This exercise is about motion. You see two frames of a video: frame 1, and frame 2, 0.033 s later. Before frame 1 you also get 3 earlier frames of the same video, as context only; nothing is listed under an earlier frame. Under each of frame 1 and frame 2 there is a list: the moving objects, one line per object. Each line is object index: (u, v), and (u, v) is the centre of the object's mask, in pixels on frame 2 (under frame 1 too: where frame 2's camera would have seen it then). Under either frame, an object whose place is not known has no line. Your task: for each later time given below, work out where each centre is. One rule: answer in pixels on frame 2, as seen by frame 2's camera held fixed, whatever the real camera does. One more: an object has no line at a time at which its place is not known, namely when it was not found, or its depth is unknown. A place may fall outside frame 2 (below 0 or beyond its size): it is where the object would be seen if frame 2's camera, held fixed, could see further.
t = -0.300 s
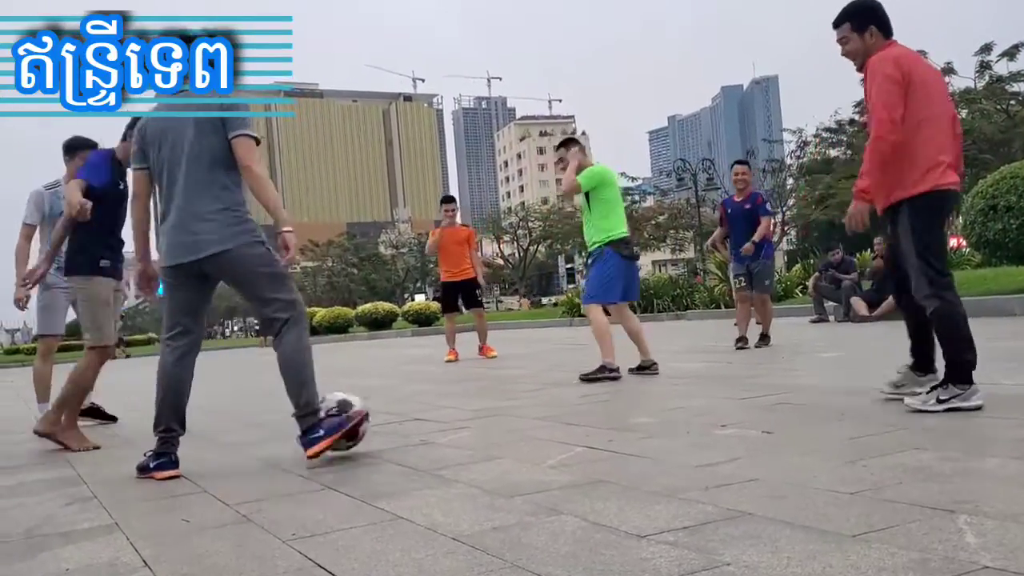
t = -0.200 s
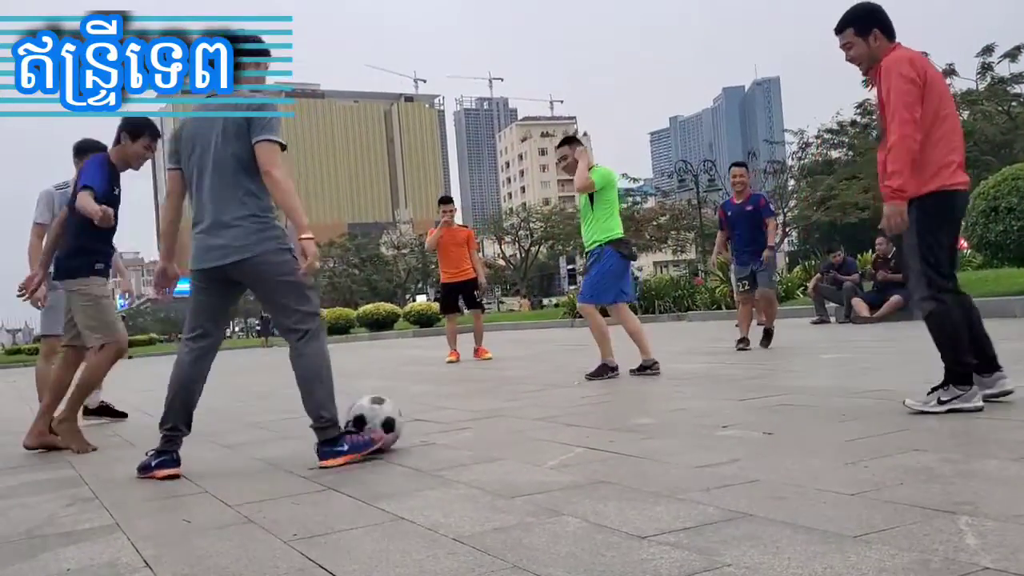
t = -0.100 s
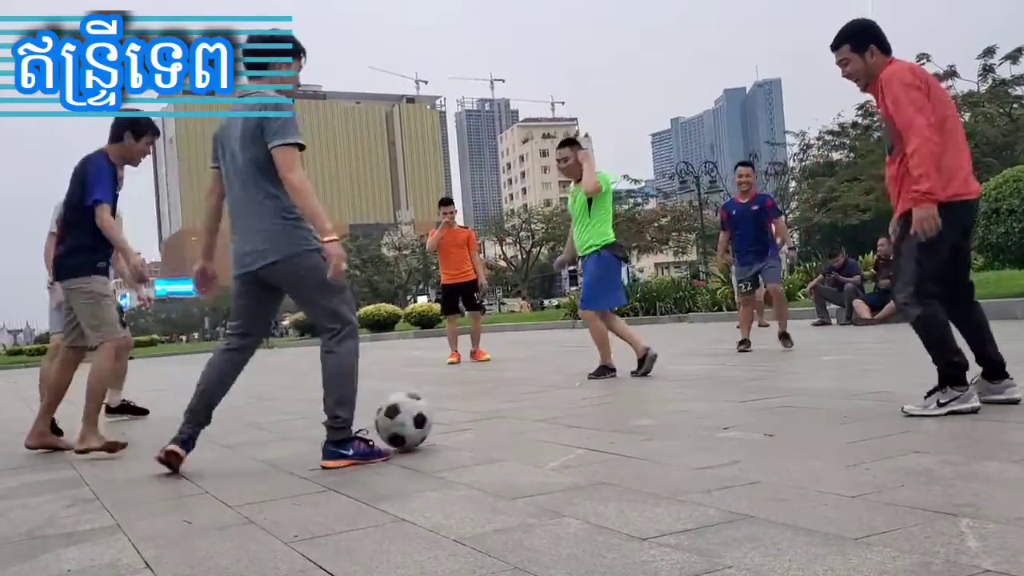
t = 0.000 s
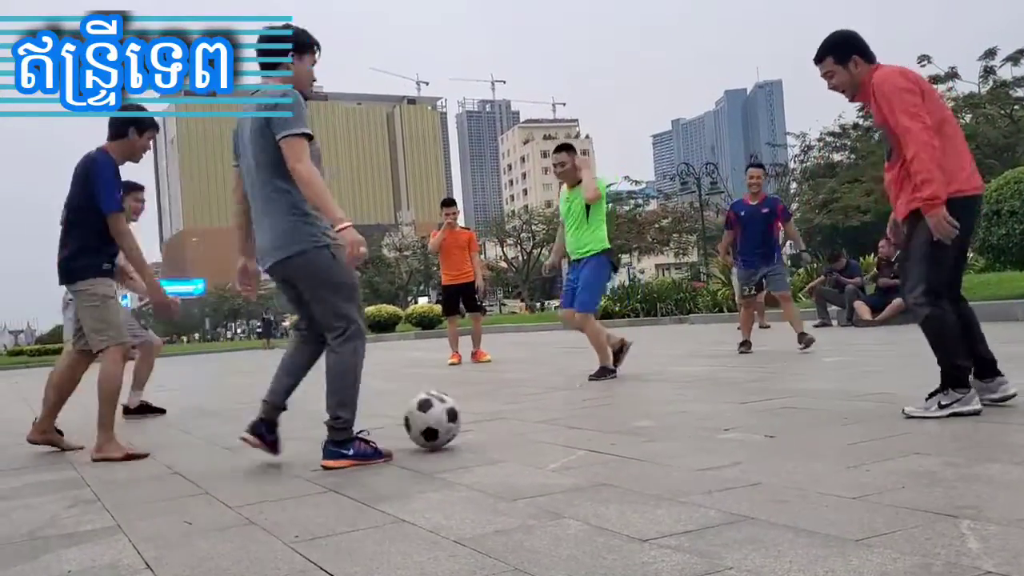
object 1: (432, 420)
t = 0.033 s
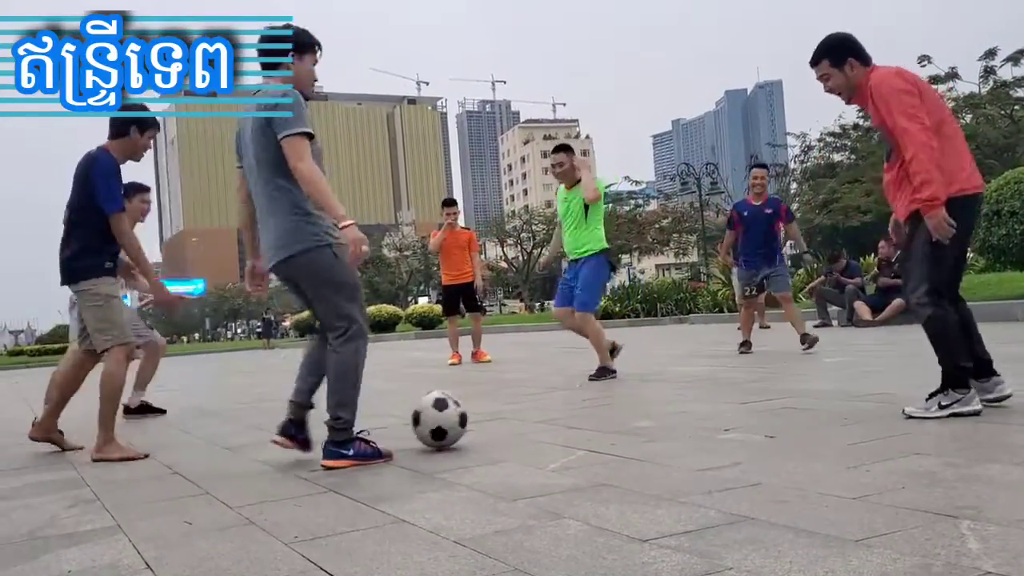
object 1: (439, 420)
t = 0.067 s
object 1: (446, 417)
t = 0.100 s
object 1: (454, 417)
